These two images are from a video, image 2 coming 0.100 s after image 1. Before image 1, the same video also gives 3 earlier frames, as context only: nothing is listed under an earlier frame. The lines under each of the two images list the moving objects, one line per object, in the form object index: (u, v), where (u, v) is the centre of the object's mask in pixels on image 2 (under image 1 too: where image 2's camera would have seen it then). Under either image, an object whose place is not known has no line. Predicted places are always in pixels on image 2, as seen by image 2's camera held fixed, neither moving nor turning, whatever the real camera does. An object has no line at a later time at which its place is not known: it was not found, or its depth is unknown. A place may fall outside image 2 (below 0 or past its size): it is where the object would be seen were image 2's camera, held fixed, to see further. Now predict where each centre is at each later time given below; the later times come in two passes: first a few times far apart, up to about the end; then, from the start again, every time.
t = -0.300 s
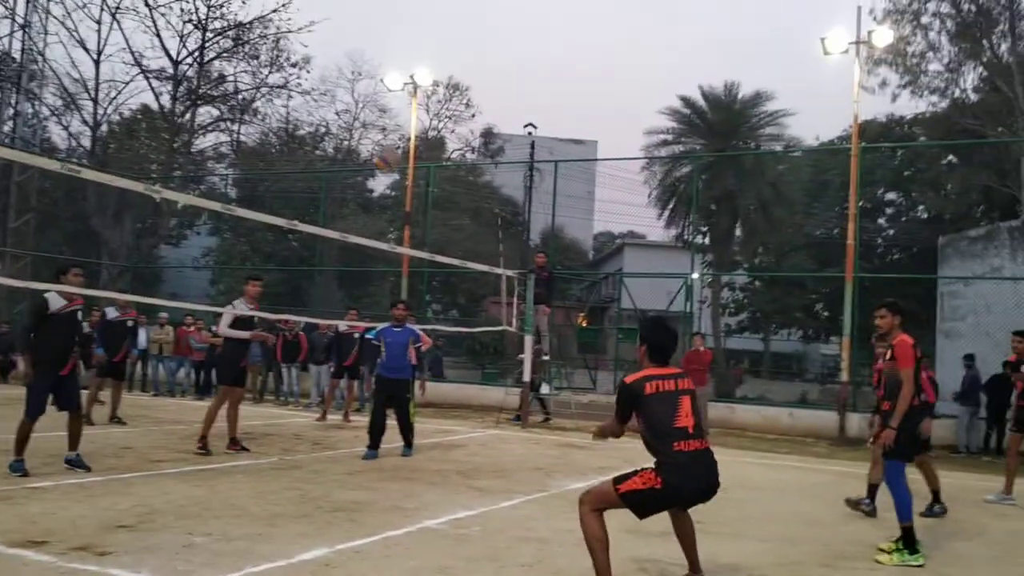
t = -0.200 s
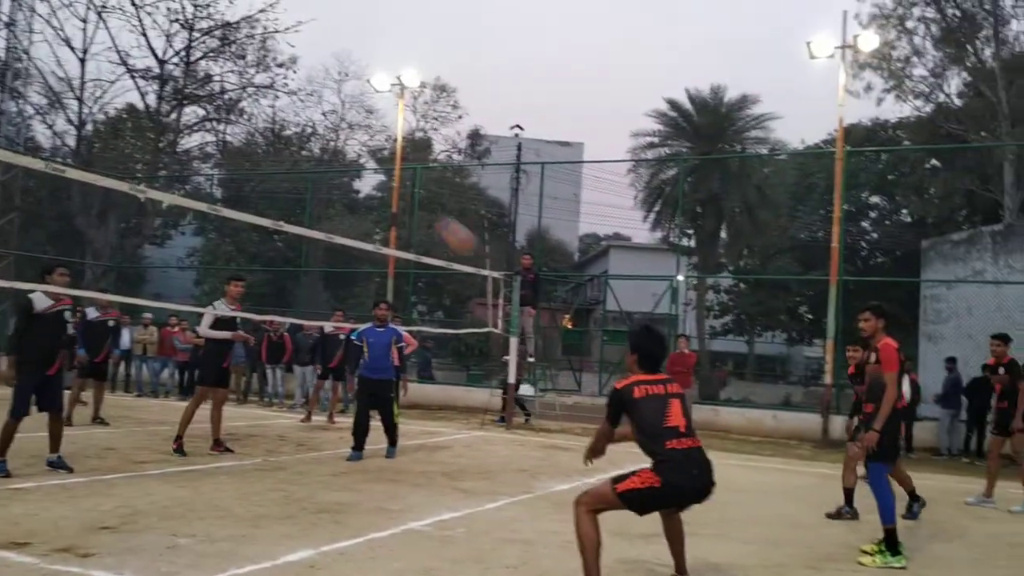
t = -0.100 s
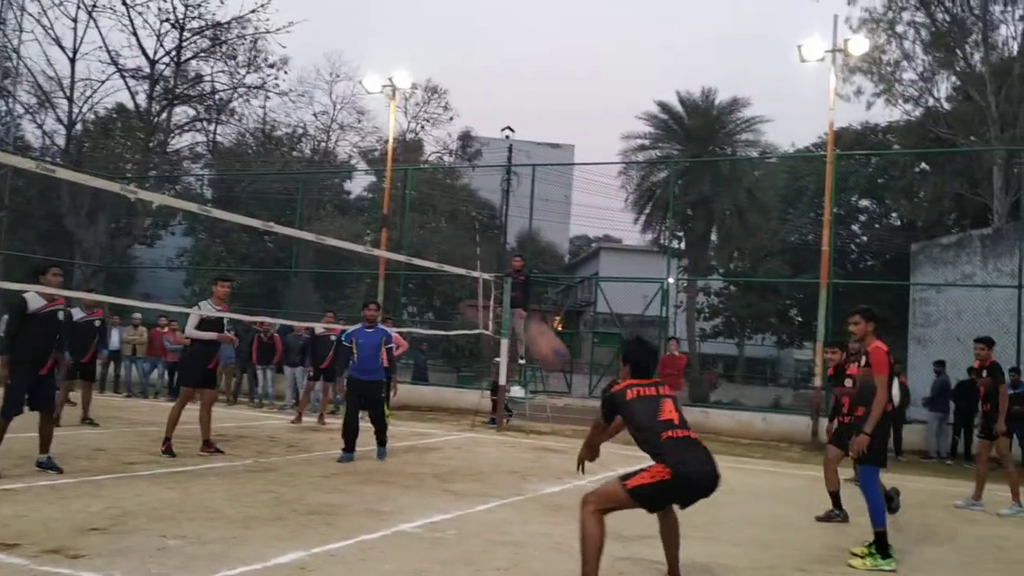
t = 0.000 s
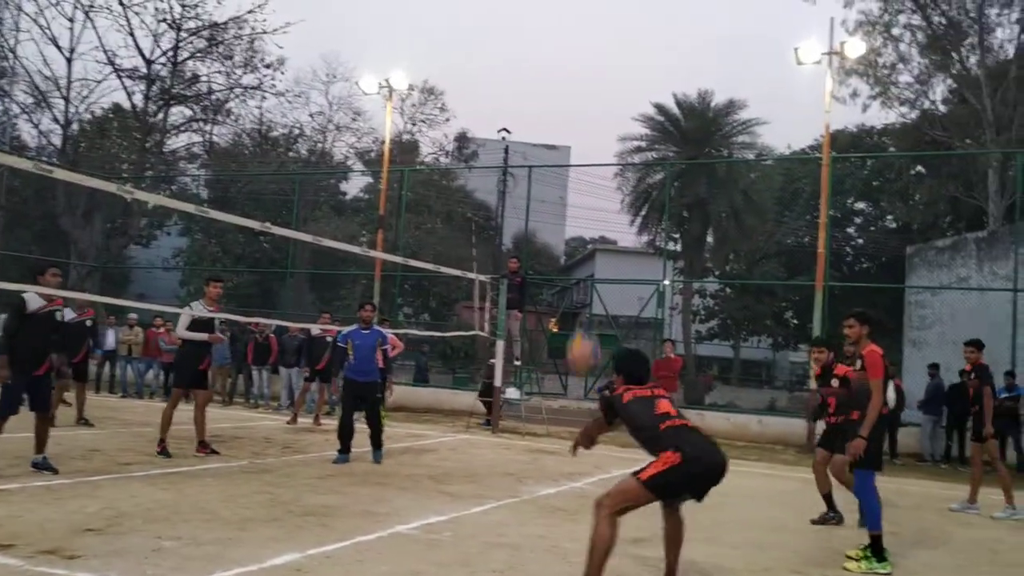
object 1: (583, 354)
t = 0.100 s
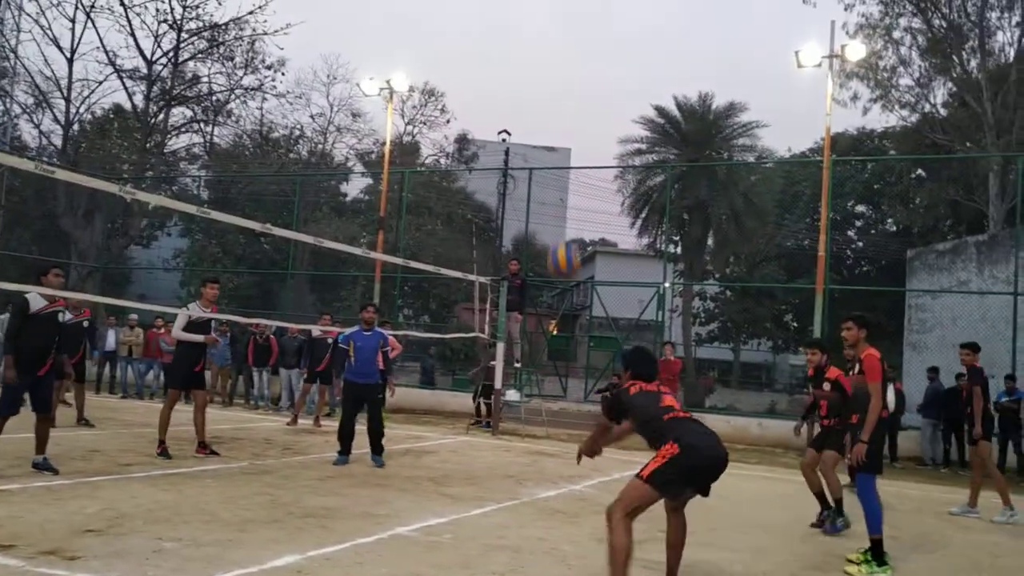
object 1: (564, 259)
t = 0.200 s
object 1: (545, 184)
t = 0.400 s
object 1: (510, 88)
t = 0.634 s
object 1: (469, 53)
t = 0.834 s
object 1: (433, 81)
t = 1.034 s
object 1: (400, 155)
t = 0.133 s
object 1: (557, 235)
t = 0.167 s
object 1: (551, 208)
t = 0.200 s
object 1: (545, 184)
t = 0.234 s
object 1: (539, 163)
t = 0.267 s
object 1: (534, 145)
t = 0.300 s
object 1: (528, 128)
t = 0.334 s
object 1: (522, 113)
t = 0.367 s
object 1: (516, 100)
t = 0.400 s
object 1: (510, 88)
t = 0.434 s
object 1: (504, 78)
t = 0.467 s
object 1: (499, 70)
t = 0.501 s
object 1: (493, 64)
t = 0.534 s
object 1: (487, 59)
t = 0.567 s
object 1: (481, 56)
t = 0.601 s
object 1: (475, 54)
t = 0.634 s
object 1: (469, 53)
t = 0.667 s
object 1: (463, 54)
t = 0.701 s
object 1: (457, 56)
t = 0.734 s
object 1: (451, 61)
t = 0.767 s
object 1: (445, 66)
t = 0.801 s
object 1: (439, 73)
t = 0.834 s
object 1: (433, 81)
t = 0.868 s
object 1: (428, 90)
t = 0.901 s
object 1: (422, 99)
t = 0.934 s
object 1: (416, 109)
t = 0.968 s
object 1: (410, 126)
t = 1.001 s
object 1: (405, 141)
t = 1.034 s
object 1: (400, 155)
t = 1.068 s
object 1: (391, 171)
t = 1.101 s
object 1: (384, 187)
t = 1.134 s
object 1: (378, 209)
